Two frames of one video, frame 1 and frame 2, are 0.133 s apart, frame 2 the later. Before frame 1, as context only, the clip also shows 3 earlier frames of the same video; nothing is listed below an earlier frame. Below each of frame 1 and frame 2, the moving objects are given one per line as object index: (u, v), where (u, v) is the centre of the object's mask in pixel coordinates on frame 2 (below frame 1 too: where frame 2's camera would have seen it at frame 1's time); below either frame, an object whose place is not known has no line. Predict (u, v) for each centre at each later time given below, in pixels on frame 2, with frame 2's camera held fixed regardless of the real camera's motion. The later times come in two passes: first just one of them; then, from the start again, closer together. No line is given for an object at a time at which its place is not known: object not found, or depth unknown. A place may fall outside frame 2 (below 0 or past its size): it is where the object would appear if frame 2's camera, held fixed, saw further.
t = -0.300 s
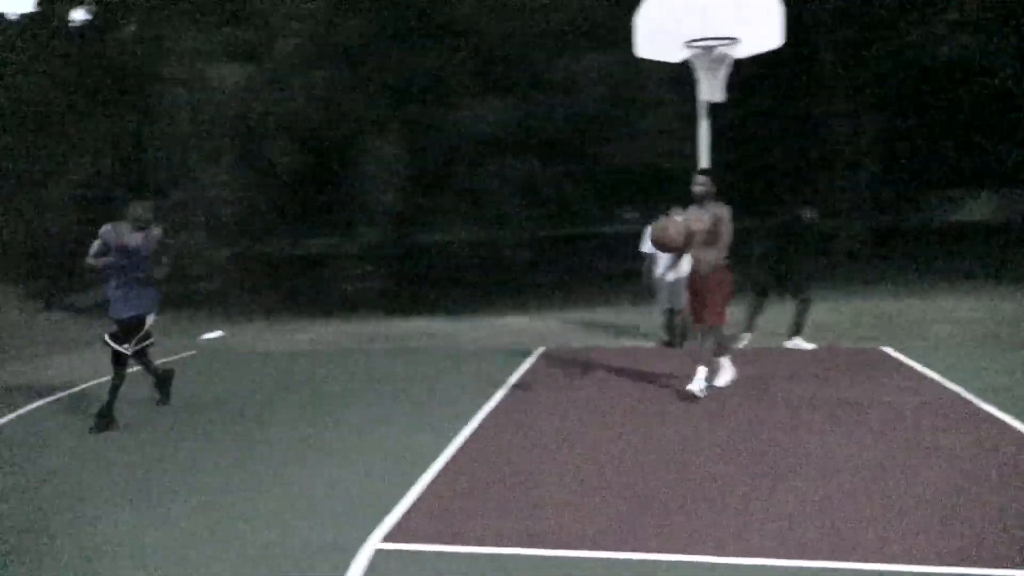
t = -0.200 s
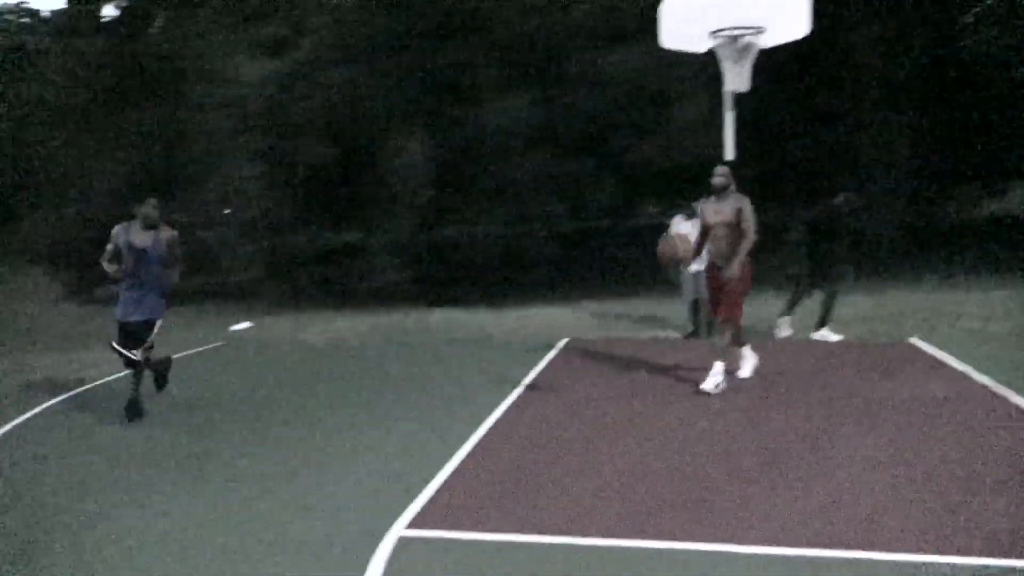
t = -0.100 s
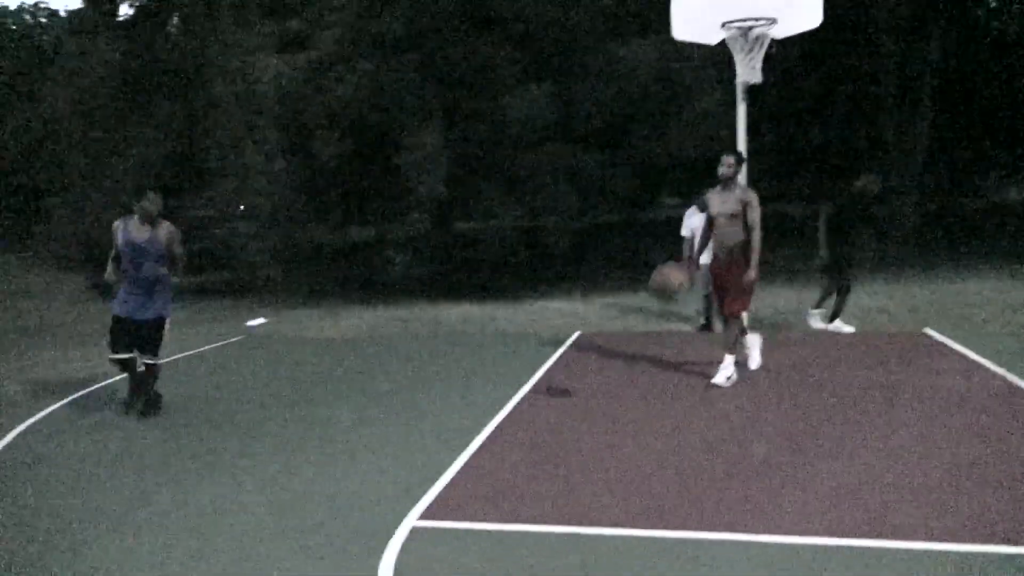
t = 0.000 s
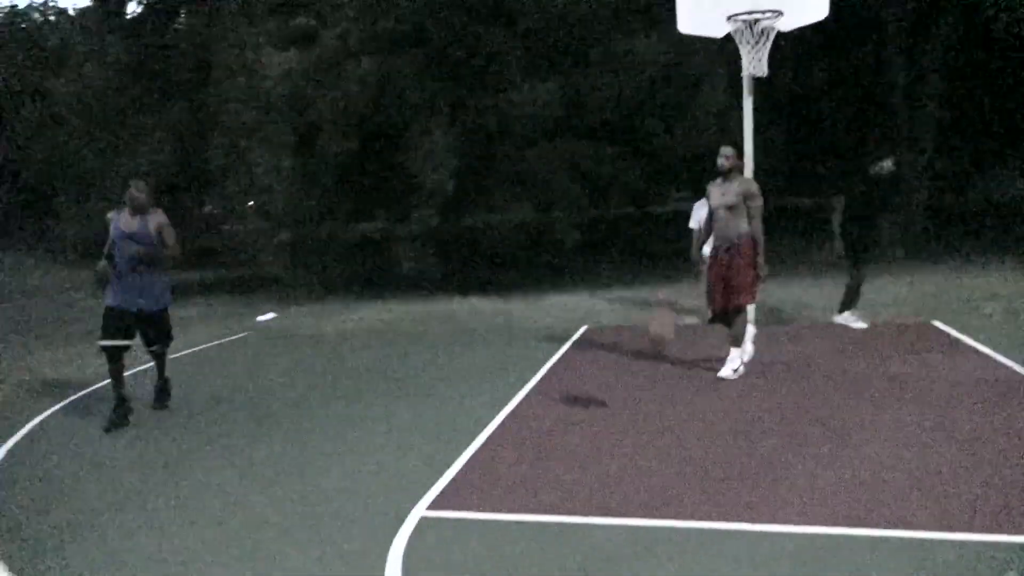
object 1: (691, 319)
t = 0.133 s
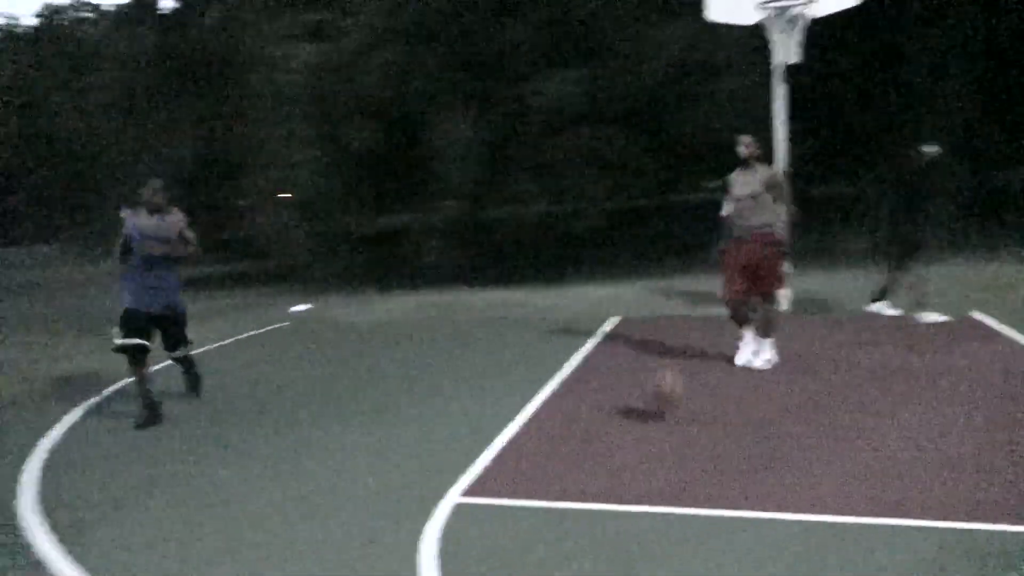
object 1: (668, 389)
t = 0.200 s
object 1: (655, 352)
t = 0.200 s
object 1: (655, 352)
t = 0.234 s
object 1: (650, 336)
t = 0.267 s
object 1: (644, 323)
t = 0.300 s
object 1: (636, 317)
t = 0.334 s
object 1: (629, 305)
